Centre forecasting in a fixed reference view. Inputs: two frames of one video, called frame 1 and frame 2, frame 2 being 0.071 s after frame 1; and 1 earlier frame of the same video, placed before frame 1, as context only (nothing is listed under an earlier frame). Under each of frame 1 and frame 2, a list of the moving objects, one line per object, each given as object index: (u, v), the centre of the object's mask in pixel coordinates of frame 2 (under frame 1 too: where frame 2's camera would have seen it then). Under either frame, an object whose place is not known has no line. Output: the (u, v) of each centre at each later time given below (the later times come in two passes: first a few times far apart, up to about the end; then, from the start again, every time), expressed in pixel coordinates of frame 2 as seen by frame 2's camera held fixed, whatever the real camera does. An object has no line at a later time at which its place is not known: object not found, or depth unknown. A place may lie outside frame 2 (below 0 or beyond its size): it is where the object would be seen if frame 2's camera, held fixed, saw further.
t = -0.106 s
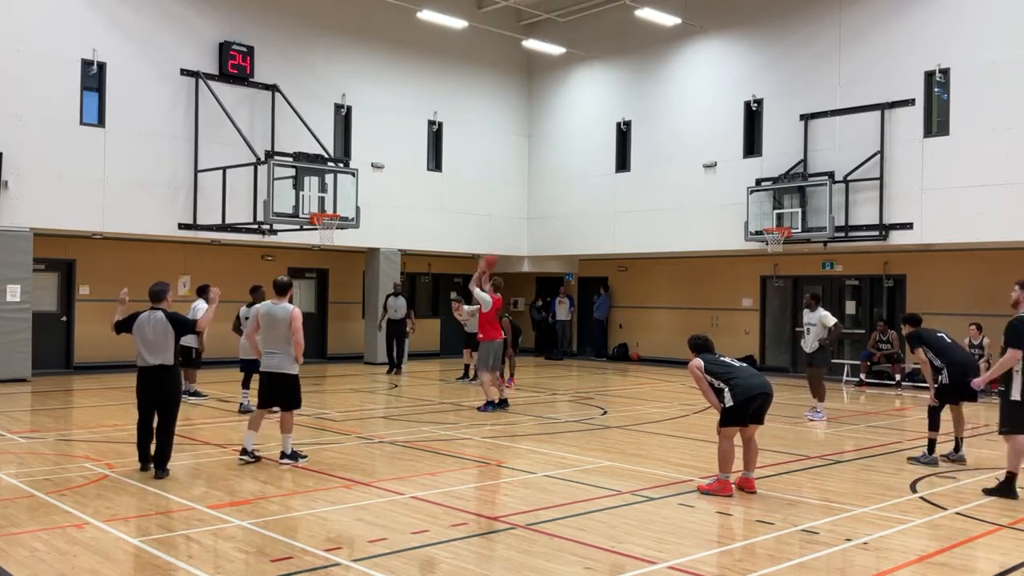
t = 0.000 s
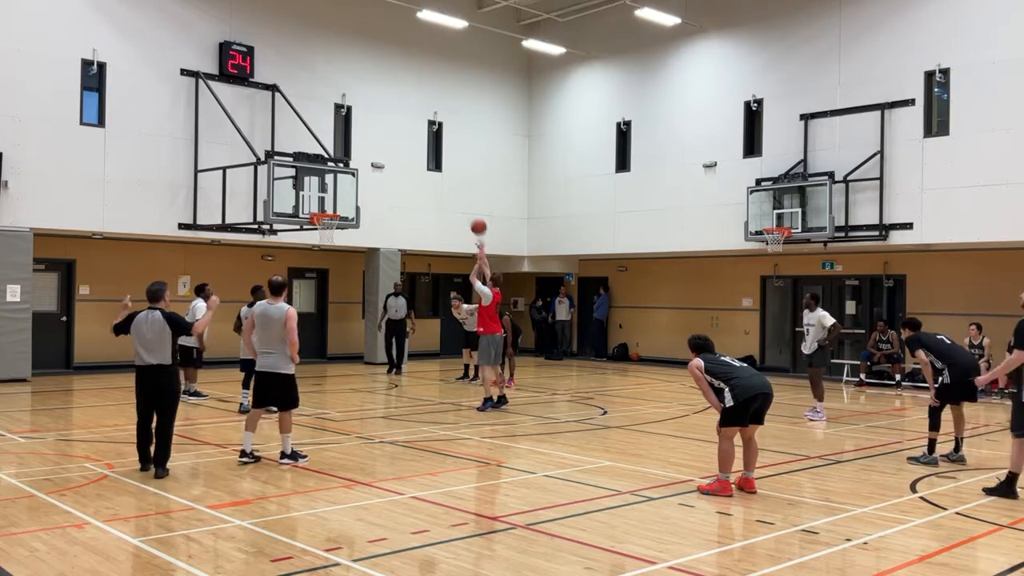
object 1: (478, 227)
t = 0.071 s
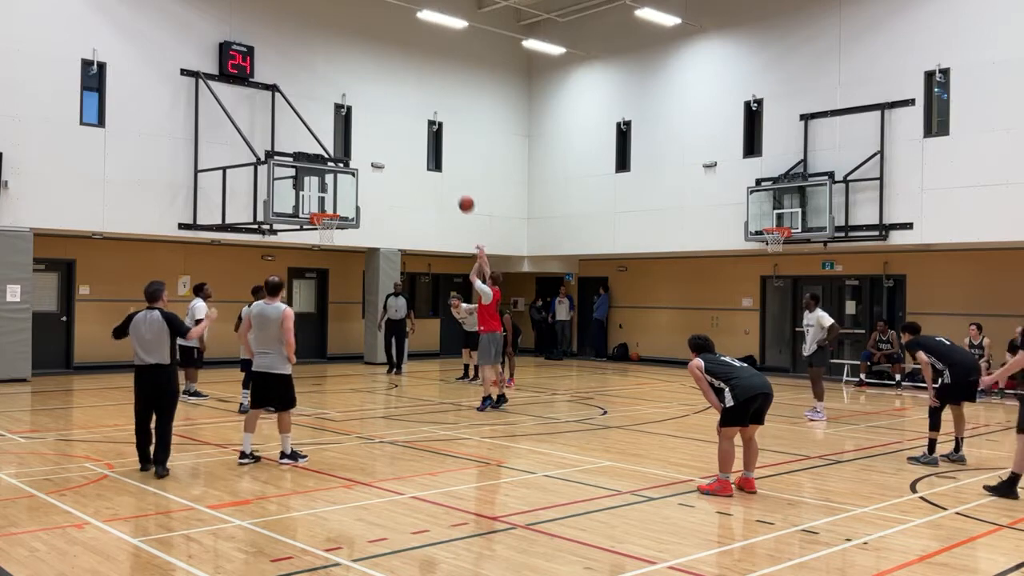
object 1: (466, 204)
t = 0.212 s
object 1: (442, 169)
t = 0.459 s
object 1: (405, 139)
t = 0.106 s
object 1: (460, 193)
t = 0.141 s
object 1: (454, 185)
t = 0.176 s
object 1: (448, 177)
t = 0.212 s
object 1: (442, 169)
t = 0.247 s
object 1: (437, 162)
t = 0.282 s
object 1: (432, 157)
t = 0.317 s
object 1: (426, 152)
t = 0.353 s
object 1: (420, 148)
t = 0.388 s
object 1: (415, 144)
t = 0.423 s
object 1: (410, 141)
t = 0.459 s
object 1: (405, 139)
